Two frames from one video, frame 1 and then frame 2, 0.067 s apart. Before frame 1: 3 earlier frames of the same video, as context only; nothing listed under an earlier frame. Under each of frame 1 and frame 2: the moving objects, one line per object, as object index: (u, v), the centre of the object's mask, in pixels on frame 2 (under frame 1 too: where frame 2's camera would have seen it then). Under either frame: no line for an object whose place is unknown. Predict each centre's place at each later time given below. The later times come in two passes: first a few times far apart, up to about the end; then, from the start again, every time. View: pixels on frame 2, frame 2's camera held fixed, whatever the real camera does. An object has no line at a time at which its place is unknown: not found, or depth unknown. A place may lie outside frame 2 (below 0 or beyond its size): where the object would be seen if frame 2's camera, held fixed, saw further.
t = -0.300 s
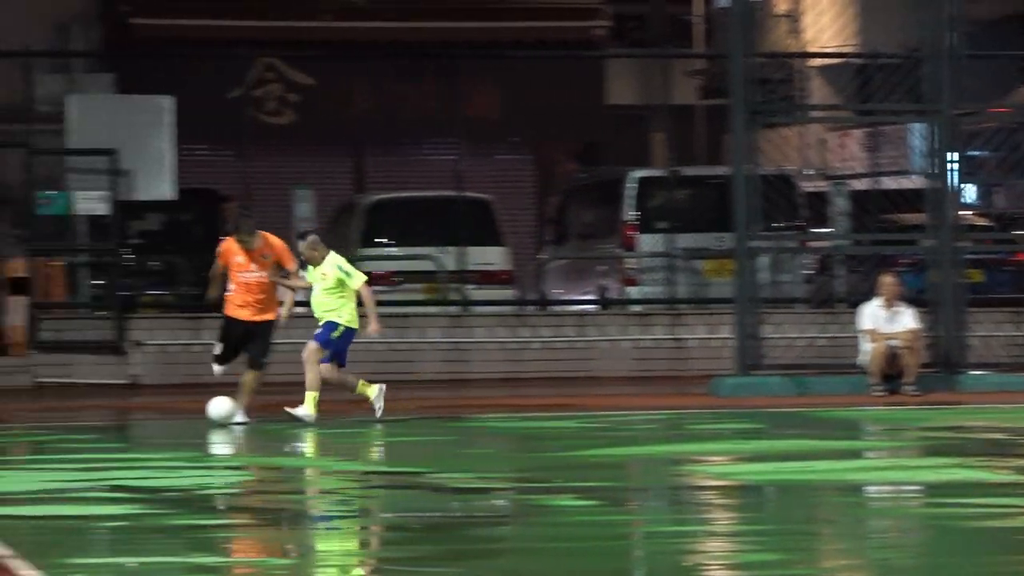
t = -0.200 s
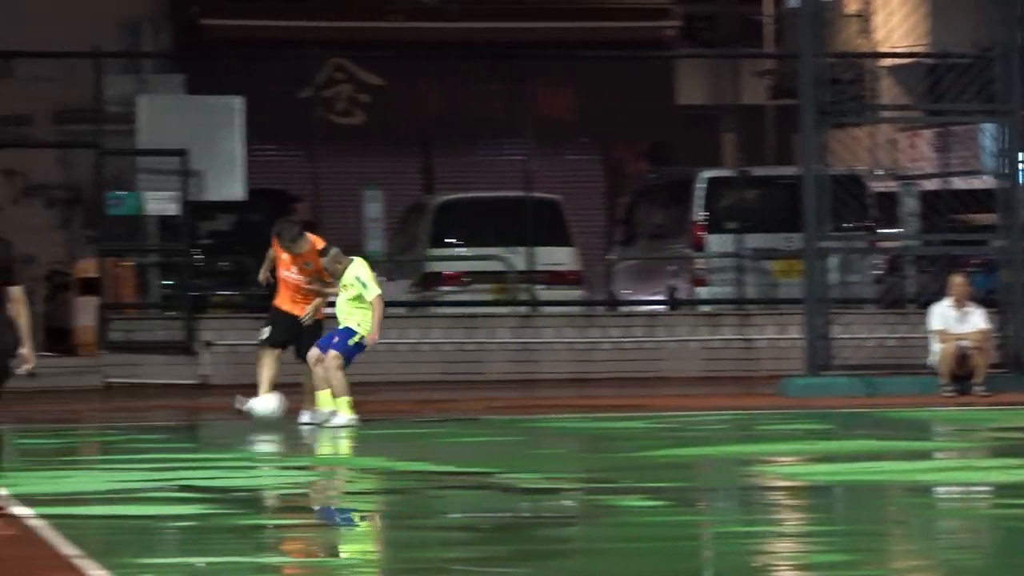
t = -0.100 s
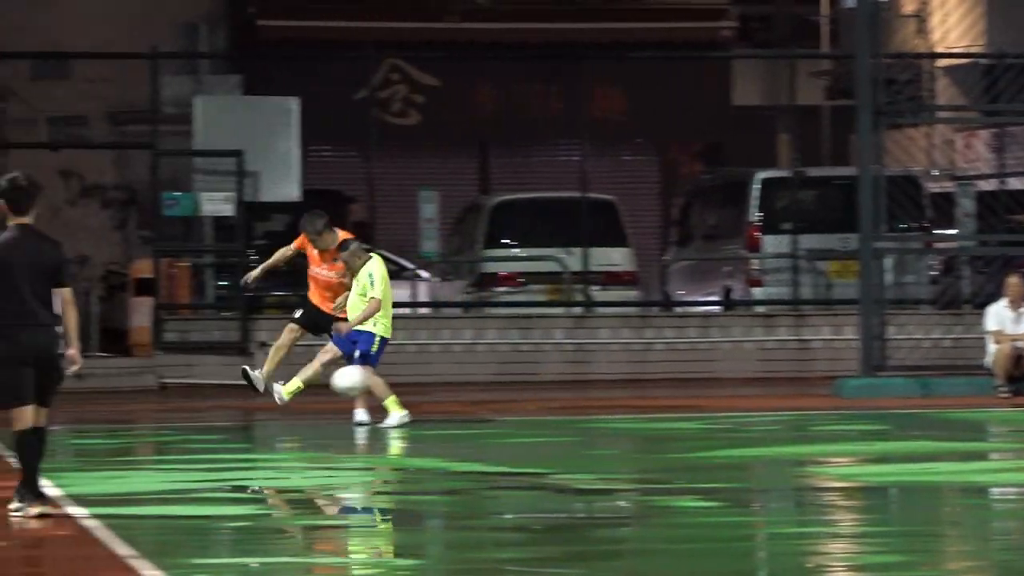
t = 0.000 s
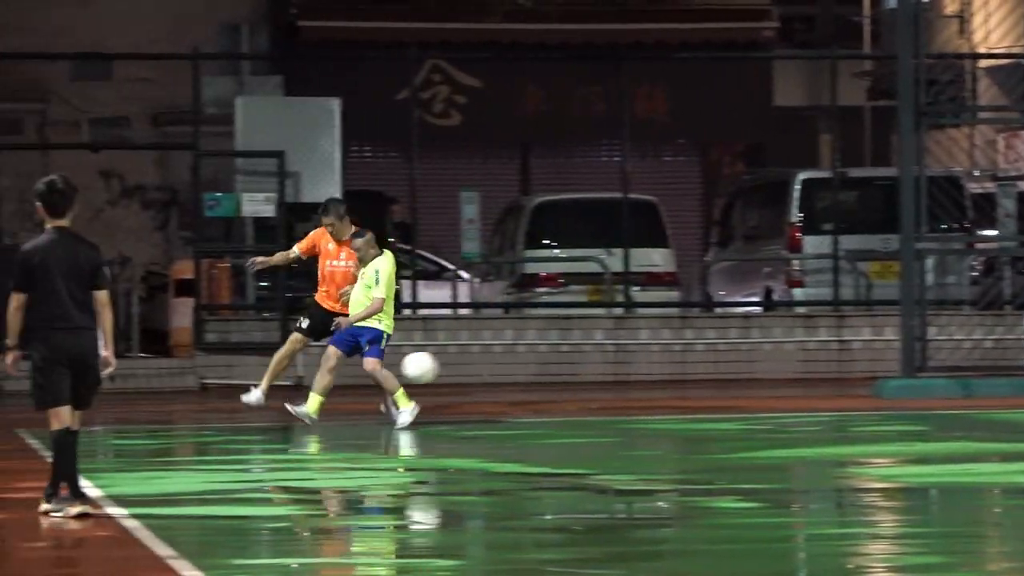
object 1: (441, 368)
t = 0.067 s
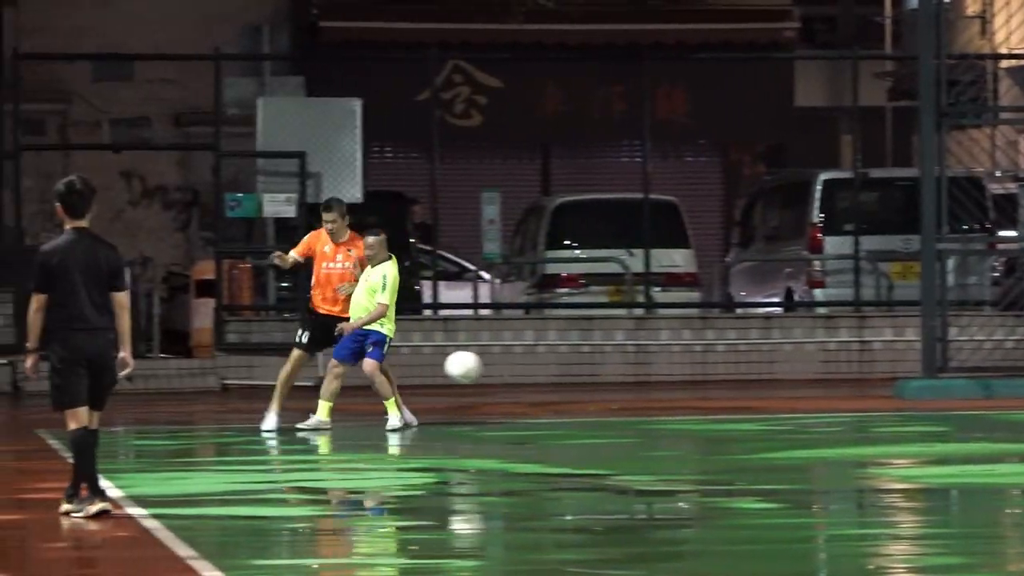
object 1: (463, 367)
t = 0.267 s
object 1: (544, 408)
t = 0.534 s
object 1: (655, 409)
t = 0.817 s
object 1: (785, 460)
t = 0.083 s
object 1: (470, 367)
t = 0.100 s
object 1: (476, 369)
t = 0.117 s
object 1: (481, 371)
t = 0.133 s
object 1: (488, 373)
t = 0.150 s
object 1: (495, 376)
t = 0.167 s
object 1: (501, 379)
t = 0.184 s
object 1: (508, 382)
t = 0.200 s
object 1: (515, 387)
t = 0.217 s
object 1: (522, 391)
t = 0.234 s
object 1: (529, 396)
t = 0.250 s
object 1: (536, 402)
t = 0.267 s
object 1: (544, 408)
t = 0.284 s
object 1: (551, 414)
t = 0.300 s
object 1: (559, 422)
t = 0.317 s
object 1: (567, 430)
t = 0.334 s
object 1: (574, 438)
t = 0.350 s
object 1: (582, 447)
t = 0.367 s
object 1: (590, 447)
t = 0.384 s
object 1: (596, 441)
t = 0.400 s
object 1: (603, 436)
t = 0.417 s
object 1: (609, 431)
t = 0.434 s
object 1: (615, 426)
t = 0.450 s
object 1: (622, 423)
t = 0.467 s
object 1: (629, 419)
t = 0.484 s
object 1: (635, 416)
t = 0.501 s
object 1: (642, 413)
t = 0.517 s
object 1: (649, 411)
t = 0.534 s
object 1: (655, 409)
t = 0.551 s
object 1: (663, 408)
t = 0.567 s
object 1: (670, 407)
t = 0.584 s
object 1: (677, 407)
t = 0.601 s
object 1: (684, 407)
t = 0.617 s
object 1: (691, 408)
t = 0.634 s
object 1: (698, 409)
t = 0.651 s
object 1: (706, 411)
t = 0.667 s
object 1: (714, 414)
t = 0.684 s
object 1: (721, 417)
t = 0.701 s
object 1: (729, 420)
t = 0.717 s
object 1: (737, 424)
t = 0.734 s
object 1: (744, 429)
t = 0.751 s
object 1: (753, 434)
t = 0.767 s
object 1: (761, 440)
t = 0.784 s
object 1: (769, 446)
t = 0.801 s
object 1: (777, 453)
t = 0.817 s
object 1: (785, 460)
